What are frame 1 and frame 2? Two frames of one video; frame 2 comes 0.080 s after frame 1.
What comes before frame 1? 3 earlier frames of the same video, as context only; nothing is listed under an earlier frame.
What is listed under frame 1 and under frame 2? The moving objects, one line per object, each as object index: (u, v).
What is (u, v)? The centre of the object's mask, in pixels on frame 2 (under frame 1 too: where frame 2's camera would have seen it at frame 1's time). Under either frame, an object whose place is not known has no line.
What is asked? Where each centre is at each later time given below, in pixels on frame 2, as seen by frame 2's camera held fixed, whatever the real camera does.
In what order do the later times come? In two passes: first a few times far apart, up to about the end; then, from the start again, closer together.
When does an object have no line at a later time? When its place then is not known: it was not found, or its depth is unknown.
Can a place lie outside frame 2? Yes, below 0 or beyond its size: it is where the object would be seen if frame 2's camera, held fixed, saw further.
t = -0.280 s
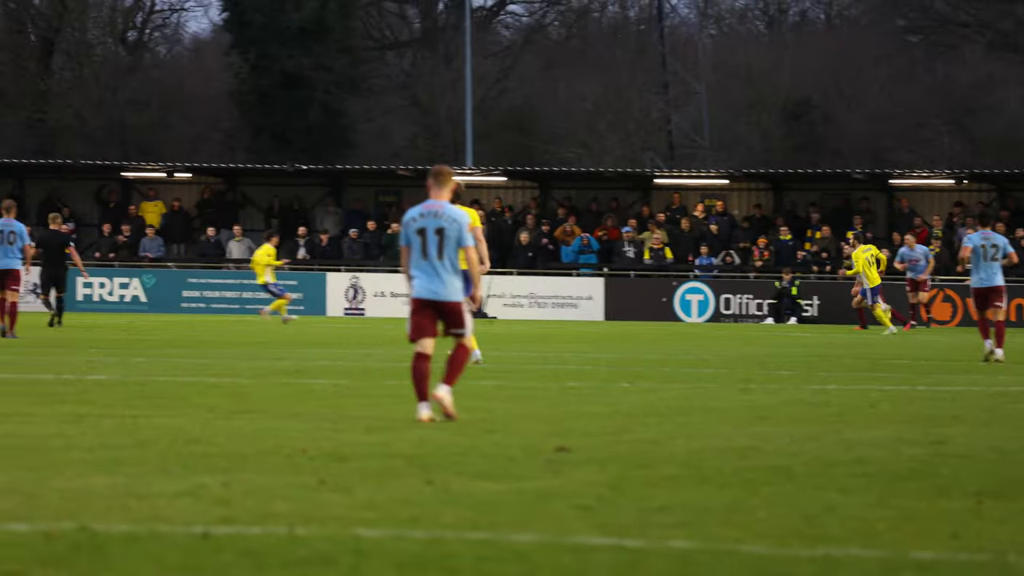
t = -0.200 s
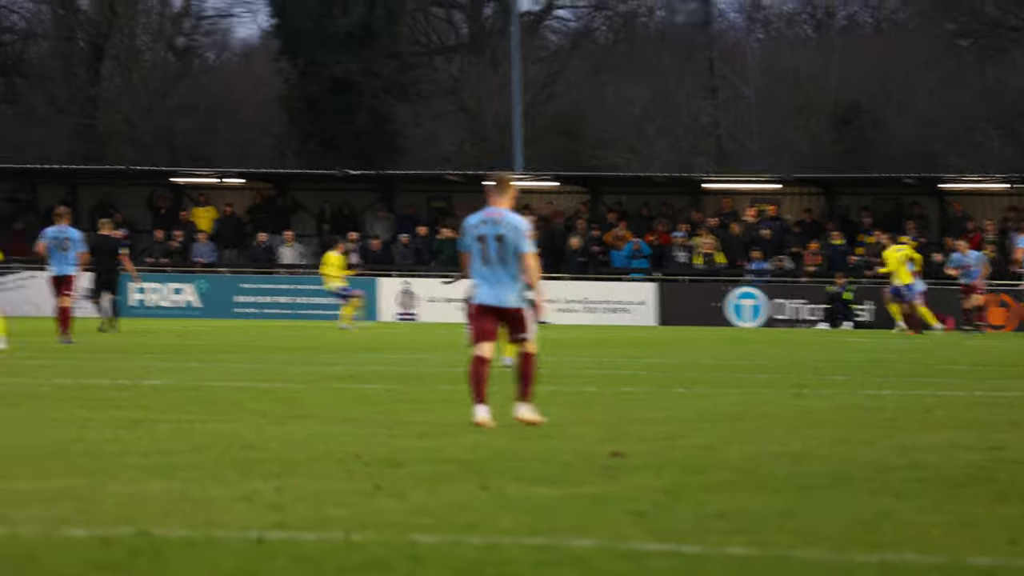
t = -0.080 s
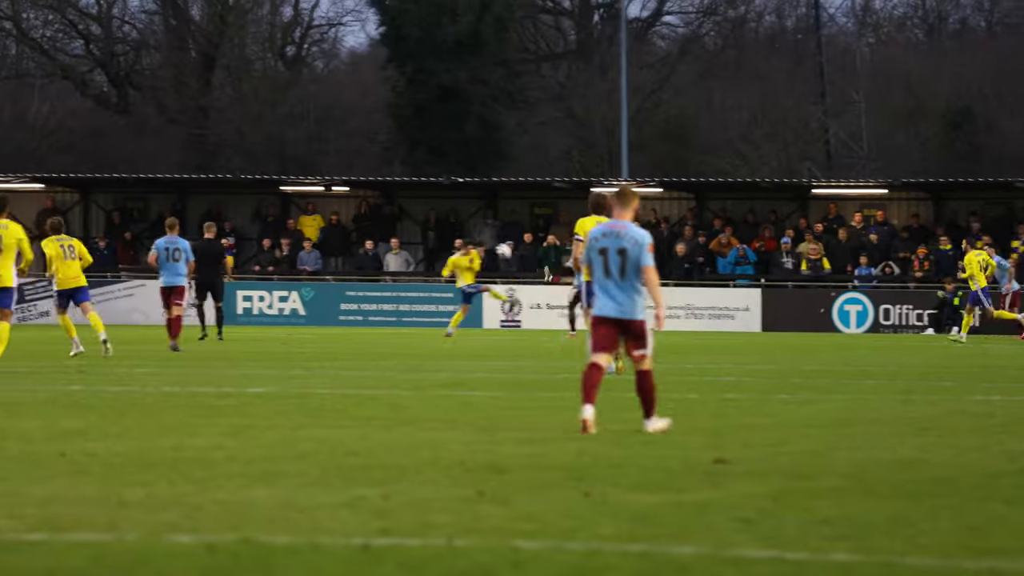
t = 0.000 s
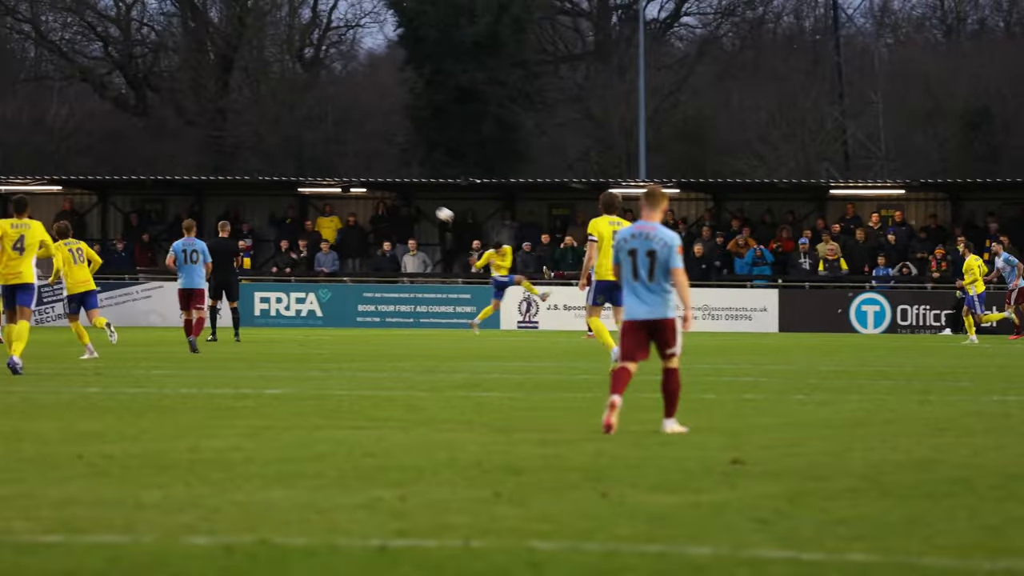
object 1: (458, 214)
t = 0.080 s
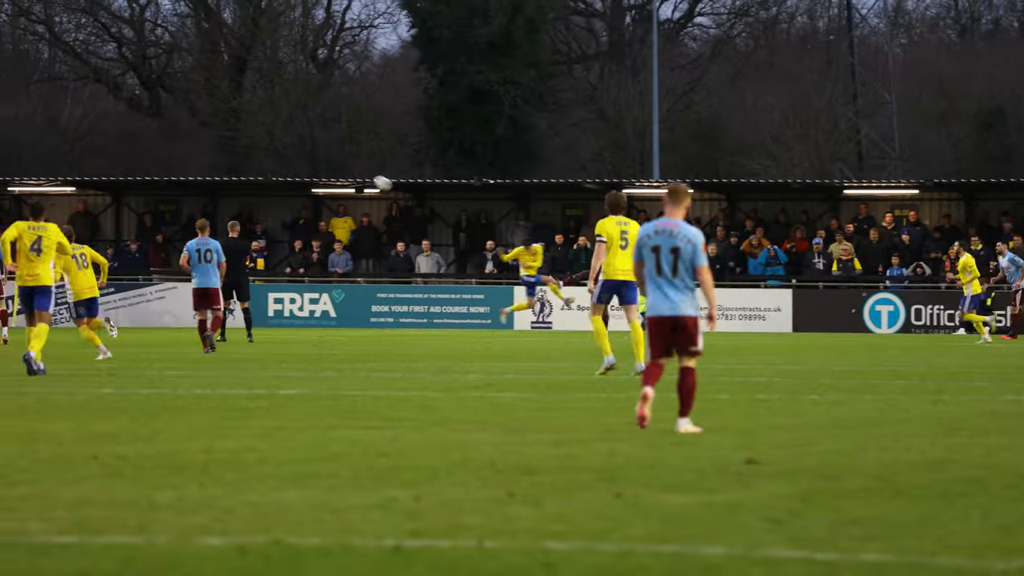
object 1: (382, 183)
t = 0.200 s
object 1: (267, 144)
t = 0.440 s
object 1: (32, 101)
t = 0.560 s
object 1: (-89, 95)
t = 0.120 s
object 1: (344, 169)
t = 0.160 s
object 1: (306, 156)
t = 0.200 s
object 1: (267, 144)
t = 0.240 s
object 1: (228, 134)
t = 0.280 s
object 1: (190, 125)
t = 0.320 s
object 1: (150, 117)
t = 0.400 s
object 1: (72, 105)
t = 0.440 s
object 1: (32, 101)
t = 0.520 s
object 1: (-50, 96)
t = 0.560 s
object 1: (-89, 95)
